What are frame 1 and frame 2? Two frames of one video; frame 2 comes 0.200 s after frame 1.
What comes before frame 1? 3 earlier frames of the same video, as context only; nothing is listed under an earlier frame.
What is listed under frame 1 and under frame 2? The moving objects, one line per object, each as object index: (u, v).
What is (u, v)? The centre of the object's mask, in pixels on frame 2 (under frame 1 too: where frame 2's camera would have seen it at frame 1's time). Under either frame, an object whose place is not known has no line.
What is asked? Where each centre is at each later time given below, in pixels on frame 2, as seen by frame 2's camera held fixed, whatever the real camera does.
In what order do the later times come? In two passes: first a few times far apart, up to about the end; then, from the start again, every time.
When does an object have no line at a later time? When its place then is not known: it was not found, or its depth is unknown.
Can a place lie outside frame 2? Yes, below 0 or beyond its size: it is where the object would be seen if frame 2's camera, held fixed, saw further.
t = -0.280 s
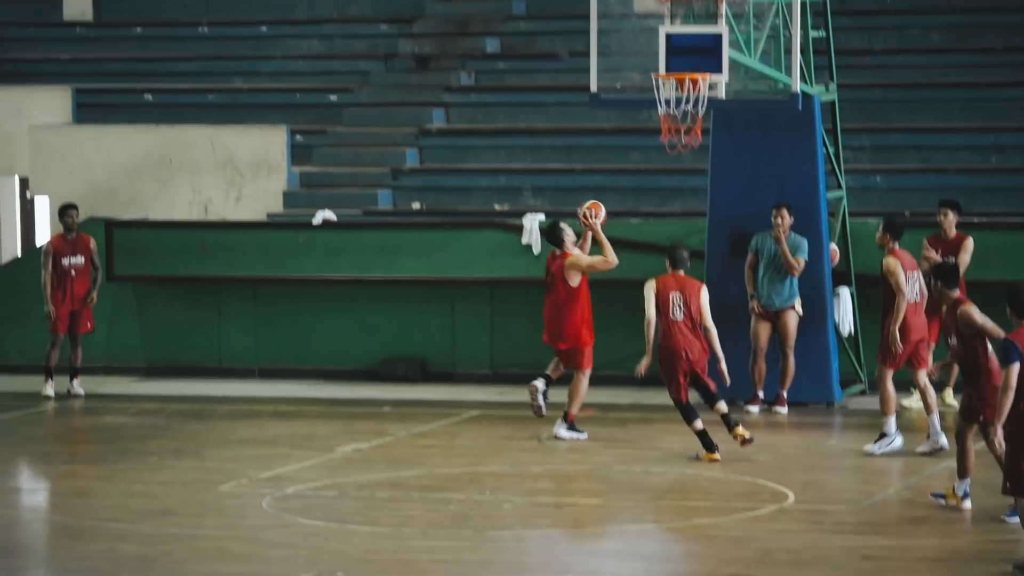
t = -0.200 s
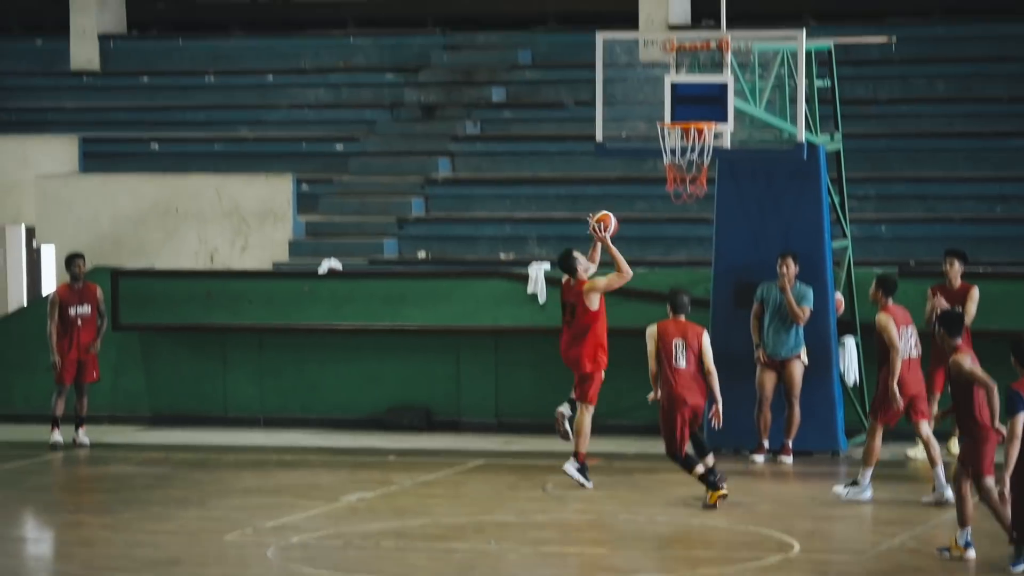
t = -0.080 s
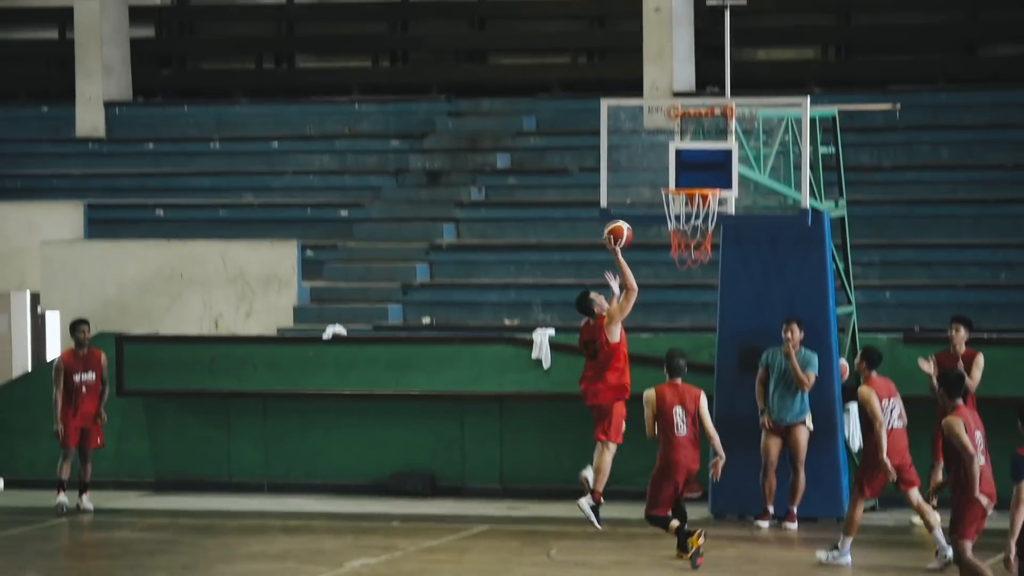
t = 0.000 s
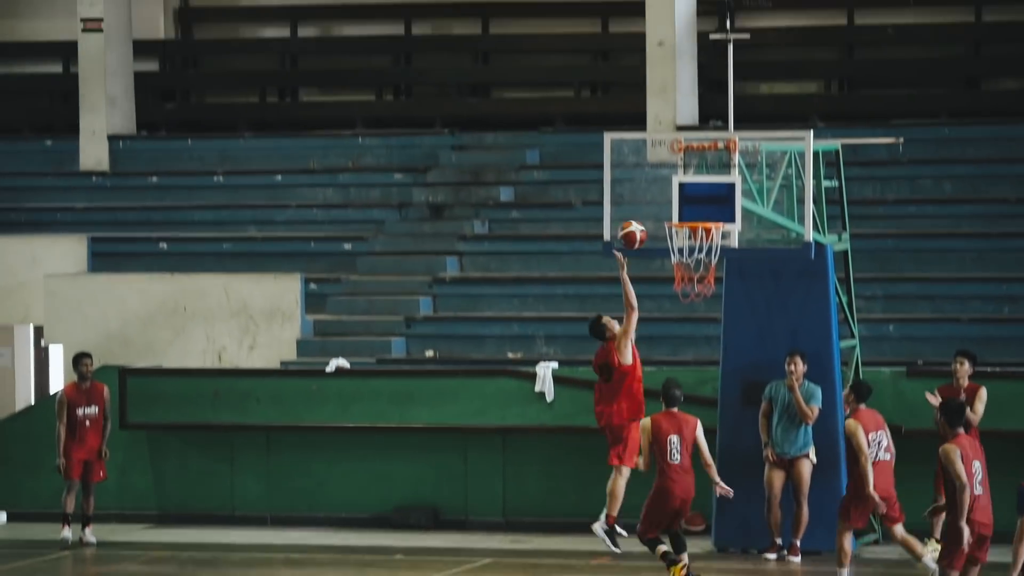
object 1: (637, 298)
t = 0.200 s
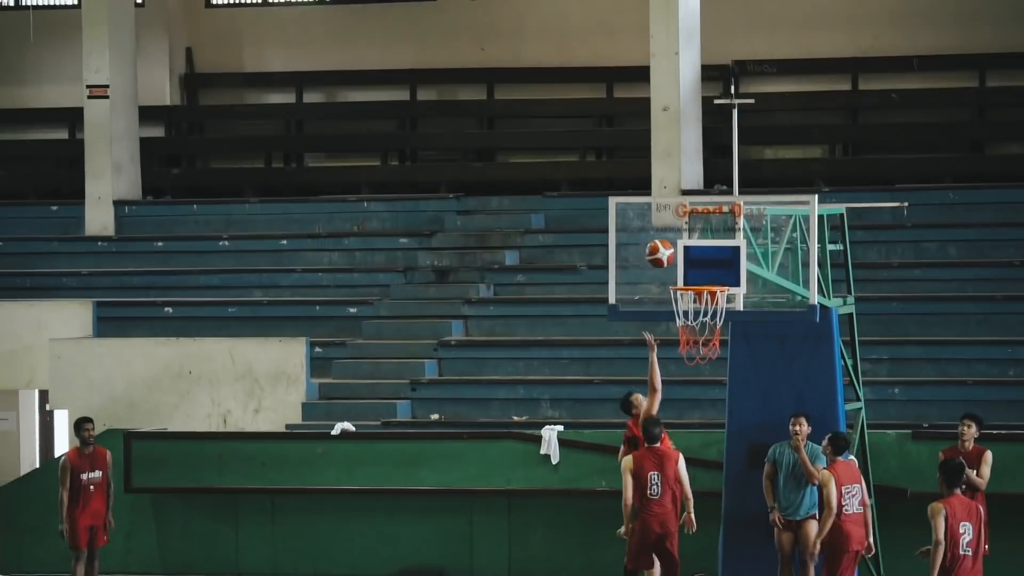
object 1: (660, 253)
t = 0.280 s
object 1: (660, 254)
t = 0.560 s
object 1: (641, 282)
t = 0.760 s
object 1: (607, 325)
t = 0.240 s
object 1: (660, 253)
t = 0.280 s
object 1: (660, 254)
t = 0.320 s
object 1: (660, 257)
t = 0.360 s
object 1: (660, 262)
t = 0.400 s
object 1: (661, 269)
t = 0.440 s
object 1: (660, 277)
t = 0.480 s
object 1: (655, 278)
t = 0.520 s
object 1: (648, 279)
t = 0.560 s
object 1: (641, 282)
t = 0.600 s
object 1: (635, 287)
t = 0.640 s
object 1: (628, 294)
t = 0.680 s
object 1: (621, 302)
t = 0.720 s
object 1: (614, 313)
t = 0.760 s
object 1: (607, 325)
